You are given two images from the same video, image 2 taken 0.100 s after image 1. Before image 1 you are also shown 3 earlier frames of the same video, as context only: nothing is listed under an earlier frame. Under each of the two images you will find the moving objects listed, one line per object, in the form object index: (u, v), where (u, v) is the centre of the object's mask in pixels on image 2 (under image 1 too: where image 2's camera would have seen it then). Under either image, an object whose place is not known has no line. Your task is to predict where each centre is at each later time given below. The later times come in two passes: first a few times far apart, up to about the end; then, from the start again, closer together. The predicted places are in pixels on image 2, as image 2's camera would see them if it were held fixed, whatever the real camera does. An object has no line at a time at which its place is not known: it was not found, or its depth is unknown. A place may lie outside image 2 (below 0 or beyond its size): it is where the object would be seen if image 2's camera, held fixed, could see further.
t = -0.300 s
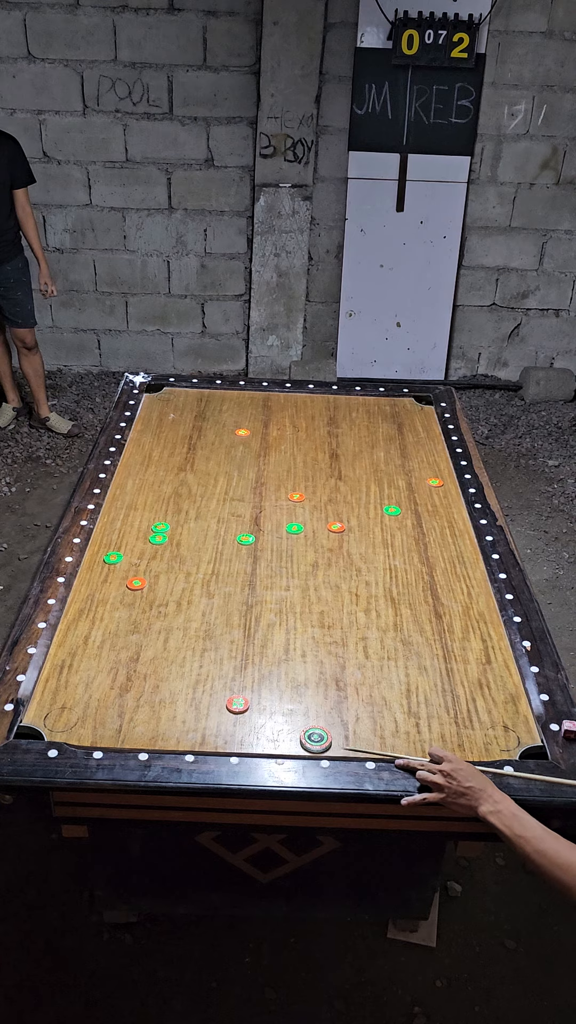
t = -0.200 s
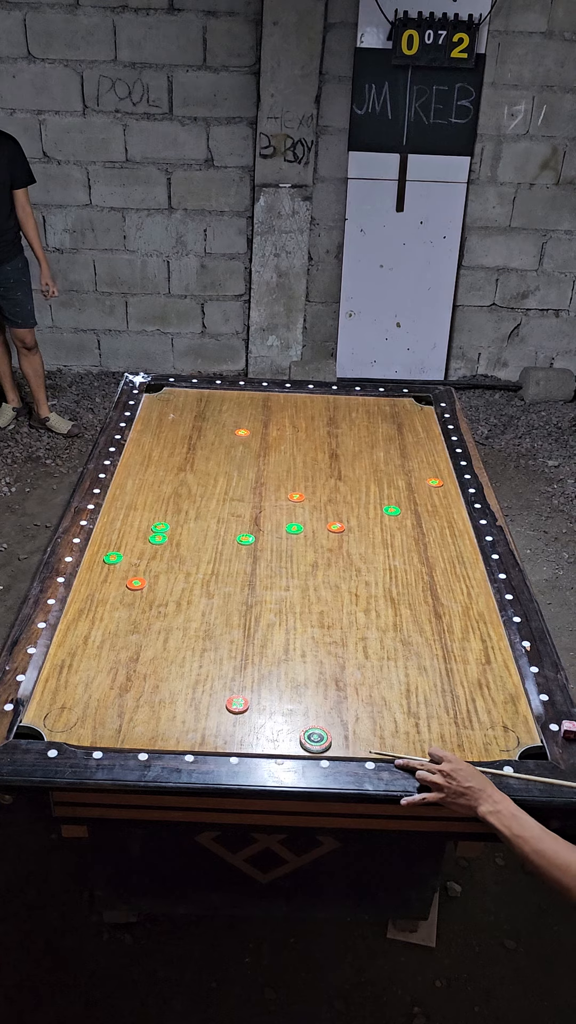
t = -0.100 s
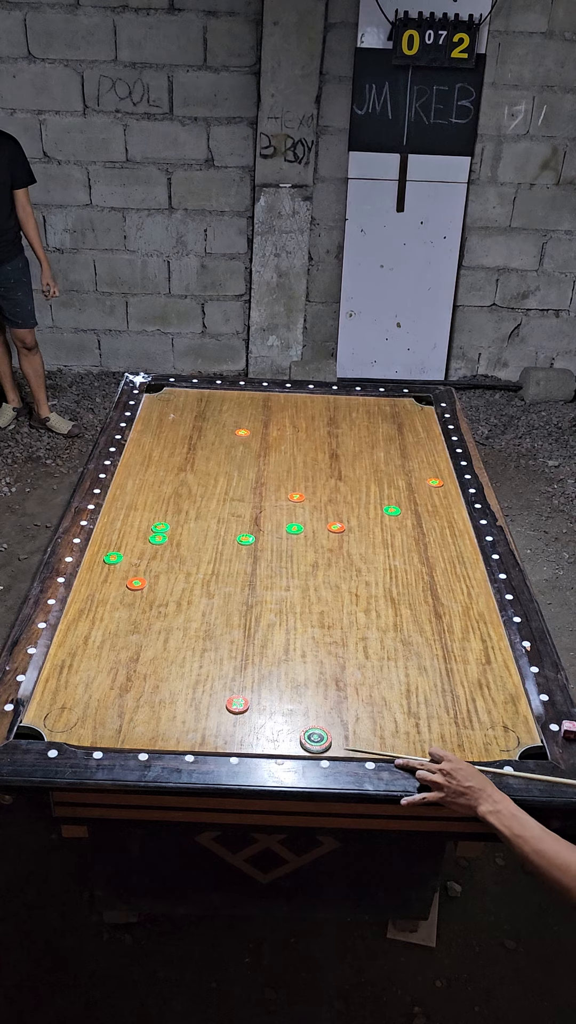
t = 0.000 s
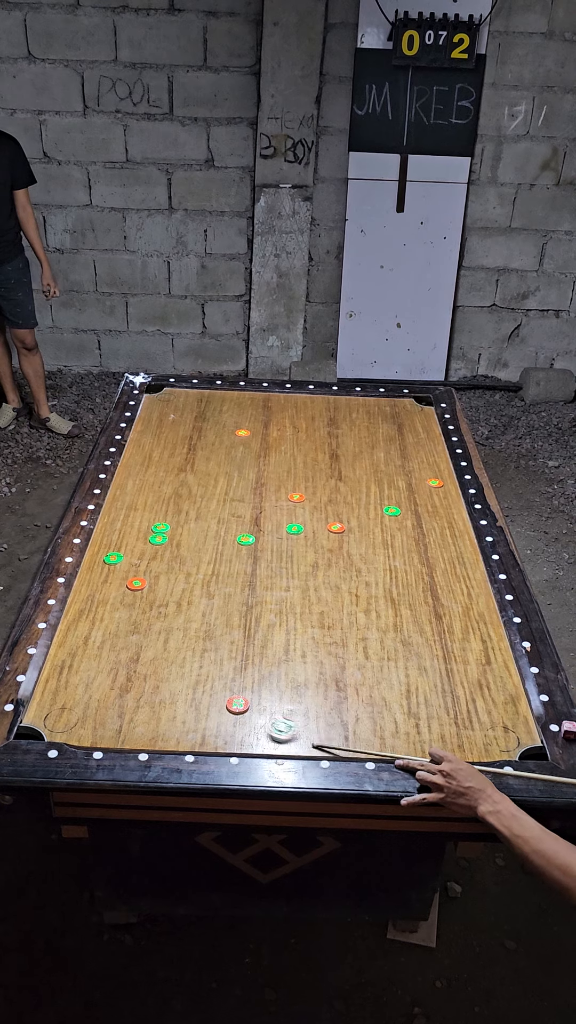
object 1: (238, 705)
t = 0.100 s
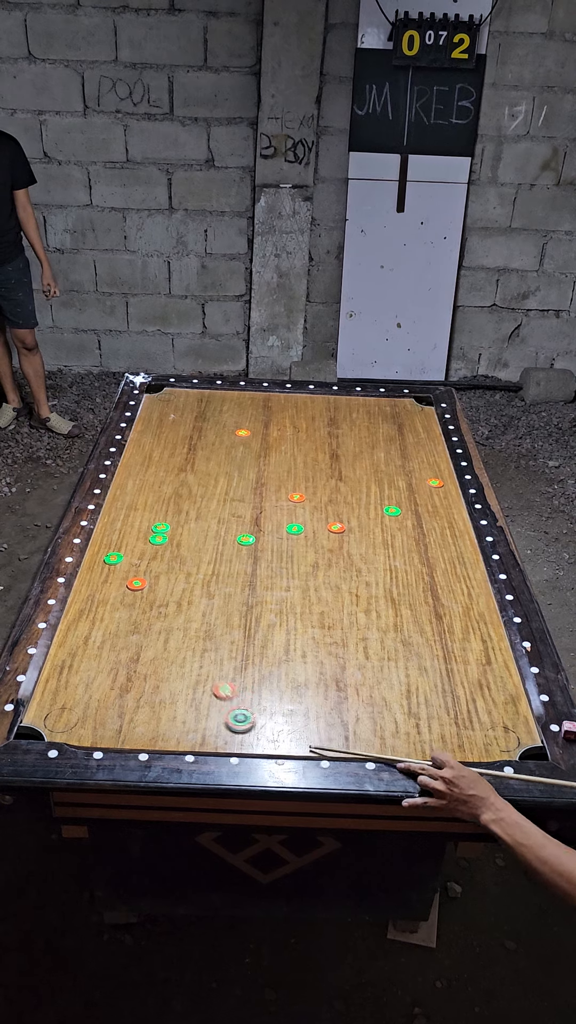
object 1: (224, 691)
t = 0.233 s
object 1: (186, 651)
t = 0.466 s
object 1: (139, 597)
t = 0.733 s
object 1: (121, 594)
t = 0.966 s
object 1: (121, 594)
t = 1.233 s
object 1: (121, 594)
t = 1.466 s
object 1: (121, 594)
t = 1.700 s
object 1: (121, 594)
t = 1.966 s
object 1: (121, 594)
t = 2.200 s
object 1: (121, 594)
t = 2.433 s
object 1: (121, 594)
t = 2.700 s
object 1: (121, 594)
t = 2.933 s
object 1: (121, 594)
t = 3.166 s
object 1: (121, 594)
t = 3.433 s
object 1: (121, 594)
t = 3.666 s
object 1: (121, 594)
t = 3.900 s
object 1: (121, 594)
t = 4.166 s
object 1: (121, 594)
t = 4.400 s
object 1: (121, 594)
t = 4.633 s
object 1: (121, 594)
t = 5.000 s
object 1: (121, 594)
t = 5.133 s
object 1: (121, 594)
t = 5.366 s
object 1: (121, 594)
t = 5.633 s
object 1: (121, 594)
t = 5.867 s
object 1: (121, 594)
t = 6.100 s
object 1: (120, 594)
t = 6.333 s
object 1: (121, 594)
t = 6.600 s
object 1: (121, 594)
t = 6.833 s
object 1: (121, 594)
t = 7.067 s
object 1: (121, 594)
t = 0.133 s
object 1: (214, 680)
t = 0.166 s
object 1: (204, 669)
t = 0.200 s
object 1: (195, 660)
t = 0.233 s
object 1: (186, 651)
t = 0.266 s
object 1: (178, 641)
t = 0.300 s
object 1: (171, 633)
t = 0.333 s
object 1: (164, 625)
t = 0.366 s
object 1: (157, 617)
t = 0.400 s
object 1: (151, 610)
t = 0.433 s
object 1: (145, 604)
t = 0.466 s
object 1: (139, 597)
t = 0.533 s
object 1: (132, 595)
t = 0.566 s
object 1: (129, 595)
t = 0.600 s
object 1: (126, 595)
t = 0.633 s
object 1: (125, 594)
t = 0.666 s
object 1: (123, 594)
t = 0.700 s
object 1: (122, 594)
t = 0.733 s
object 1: (121, 594)
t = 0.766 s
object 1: (121, 594)
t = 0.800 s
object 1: (121, 594)
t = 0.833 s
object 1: (121, 594)
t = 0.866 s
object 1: (121, 594)
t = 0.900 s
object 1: (121, 594)
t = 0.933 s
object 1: (121, 594)
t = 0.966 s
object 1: (121, 594)
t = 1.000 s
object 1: (121, 594)
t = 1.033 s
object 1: (121, 594)
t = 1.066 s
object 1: (121, 594)
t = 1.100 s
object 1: (121, 594)
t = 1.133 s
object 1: (121, 594)
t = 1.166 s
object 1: (121, 594)
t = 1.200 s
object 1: (121, 594)
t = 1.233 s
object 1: (121, 594)
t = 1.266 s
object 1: (121, 594)
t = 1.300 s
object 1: (121, 594)
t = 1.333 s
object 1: (121, 594)
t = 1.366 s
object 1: (121, 594)
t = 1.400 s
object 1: (121, 594)
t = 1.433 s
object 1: (121, 594)
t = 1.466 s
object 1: (121, 594)
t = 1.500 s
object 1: (121, 594)
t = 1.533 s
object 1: (121, 594)
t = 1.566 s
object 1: (121, 594)
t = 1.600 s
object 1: (121, 594)
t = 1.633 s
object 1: (121, 594)
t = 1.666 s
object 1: (121, 594)
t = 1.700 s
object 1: (121, 594)
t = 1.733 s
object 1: (121, 594)
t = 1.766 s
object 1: (121, 594)
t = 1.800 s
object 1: (121, 594)
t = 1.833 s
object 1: (121, 594)
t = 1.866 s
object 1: (121, 594)
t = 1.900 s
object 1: (121, 594)
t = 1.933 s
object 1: (121, 594)
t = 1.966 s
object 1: (121, 594)
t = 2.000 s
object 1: (121, 594)
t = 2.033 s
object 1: (121, 594)
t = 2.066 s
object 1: (121, 594)
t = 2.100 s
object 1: (121, 594)
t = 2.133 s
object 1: (121, 594)
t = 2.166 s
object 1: (121, 594)
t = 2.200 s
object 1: (121, 594)
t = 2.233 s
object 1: (121, 594)
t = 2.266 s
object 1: (121, 594)
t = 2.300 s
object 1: (121, 594)
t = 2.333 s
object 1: (121, 594)
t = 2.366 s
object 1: (121, 594)
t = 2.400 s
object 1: (121, 594)
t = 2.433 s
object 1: (121, 594)
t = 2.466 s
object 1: (121, 594)
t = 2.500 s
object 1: (121, 594)
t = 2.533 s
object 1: (121, 594)
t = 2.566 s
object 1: (121, 594)
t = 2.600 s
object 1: (121, 594)
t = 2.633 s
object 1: (121, 594)
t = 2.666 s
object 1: (121, 594)
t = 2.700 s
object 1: (121, 594)
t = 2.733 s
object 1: (121, 594)
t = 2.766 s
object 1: (121, 594)
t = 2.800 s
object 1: (121, 594)
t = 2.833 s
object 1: (121, 594)
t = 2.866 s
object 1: (121, 594)
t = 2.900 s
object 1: (121, 594)
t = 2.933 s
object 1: (121, 594)
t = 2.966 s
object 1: (121, 594)
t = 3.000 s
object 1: (121, 594)
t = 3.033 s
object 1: (121, 594)
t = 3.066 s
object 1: (121, 594)
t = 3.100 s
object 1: (121, 594)
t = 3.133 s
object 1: (121, 594)
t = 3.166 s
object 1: (121, 594)
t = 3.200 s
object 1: (121, 594)
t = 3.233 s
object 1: (121, 594)
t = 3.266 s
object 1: (121, 594)
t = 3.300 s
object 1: (121, 594)
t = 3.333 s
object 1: (121, 594)
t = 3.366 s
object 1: (121, 594)
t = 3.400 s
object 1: (121, 594)
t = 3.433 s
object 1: (121, 594)
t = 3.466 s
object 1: (121, 594)
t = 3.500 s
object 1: (121, 594)
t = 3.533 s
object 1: (121, 594)
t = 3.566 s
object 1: (121, 594)
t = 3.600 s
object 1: (121, 594)
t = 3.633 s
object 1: (121, 594)
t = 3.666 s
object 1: (121, 594)
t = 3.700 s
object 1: (121, 594)
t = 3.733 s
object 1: (121, 594)
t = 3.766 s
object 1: (121, 594)
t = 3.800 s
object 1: (121, 594)
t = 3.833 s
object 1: (121, 594)
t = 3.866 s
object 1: (121, 594)
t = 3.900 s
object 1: (121, 594)
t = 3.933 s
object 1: (121, 594)
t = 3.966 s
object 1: (121, 594)
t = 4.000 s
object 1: (121, 594)
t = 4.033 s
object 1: (121, 594)
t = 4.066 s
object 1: (121, 594)
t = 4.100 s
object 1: (121, 594)
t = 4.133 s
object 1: (121, 594)
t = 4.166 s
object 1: (121, 594)
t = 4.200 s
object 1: (121, 594)
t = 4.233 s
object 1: (121, 594)
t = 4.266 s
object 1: (121, 594)
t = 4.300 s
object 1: (121, 594)
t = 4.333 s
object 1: (121, 594)
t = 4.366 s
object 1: (121, 594)
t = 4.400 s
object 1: (121, 594)
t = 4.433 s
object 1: (121, 594)
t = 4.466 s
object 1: (121, 594)
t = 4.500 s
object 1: (121, 594)
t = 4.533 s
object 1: (121, 594)
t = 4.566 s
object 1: (121, 594)
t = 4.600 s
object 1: (121, 594)
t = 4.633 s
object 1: (121, 594)
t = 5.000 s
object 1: (121, 594)
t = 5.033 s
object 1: (121, 594)
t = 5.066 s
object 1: (121, 594)
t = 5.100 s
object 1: (121, 594)
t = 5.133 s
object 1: (121, 594)
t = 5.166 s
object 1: (121, 594)
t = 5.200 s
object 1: (121, 594)
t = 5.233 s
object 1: (121, 594)
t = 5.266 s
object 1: (121, 594)
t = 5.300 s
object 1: (121, 594)
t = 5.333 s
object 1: (121, 594)
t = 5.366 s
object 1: (121, 594)
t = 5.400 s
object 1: (121, 594)
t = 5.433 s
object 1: (121, 594)
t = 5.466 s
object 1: (121, 594)
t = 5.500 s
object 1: (121, 594)
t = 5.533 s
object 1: (121, 594)
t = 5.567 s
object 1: (121, 594)
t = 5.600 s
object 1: (121, 594)
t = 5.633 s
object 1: (121, 594)
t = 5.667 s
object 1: (121, 594)
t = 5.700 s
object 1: (121, 594)
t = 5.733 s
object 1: (121, 594)
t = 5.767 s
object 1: (121, 594)
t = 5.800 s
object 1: (121, 594)
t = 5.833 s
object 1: (121, 594)
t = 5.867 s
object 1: (121, 594)
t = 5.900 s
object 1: (121, 594)
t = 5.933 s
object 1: (121, 594)
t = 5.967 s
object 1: (121, 594)
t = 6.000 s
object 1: (120, 594)
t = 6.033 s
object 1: (121, 594)
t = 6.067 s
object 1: (121, 594)
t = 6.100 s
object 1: (120, 594)
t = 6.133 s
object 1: (120, 594)
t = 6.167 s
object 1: (120, 594)
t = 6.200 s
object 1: (120, 594)
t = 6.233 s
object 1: (120, 594)
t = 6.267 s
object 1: (120, 594)
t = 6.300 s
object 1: (120, 594)
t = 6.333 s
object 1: (121, 594)
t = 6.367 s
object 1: (121, 594)
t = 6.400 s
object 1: (121, 594)
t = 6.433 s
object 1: (121, 594)
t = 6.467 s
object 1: (121, 594)
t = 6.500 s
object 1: (121, 594)
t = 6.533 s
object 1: (121, 594)
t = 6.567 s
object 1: (121, 594)
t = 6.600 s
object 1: (121, 594)
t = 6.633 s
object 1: (121, 594)
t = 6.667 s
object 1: (121, 594)
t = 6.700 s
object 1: (121, 594)
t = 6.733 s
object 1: (121, 594)
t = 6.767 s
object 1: (121, 594)
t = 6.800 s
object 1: (121, 594)
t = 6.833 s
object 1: (121, 594)
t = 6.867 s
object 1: (121, 594)
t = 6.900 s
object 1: (121, 594)
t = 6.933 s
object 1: (121, 594)
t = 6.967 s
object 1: (121, 594)
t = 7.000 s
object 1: (121, 594)
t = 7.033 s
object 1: (121, 594)
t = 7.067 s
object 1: (121, 594)
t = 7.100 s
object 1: (121, 594)
